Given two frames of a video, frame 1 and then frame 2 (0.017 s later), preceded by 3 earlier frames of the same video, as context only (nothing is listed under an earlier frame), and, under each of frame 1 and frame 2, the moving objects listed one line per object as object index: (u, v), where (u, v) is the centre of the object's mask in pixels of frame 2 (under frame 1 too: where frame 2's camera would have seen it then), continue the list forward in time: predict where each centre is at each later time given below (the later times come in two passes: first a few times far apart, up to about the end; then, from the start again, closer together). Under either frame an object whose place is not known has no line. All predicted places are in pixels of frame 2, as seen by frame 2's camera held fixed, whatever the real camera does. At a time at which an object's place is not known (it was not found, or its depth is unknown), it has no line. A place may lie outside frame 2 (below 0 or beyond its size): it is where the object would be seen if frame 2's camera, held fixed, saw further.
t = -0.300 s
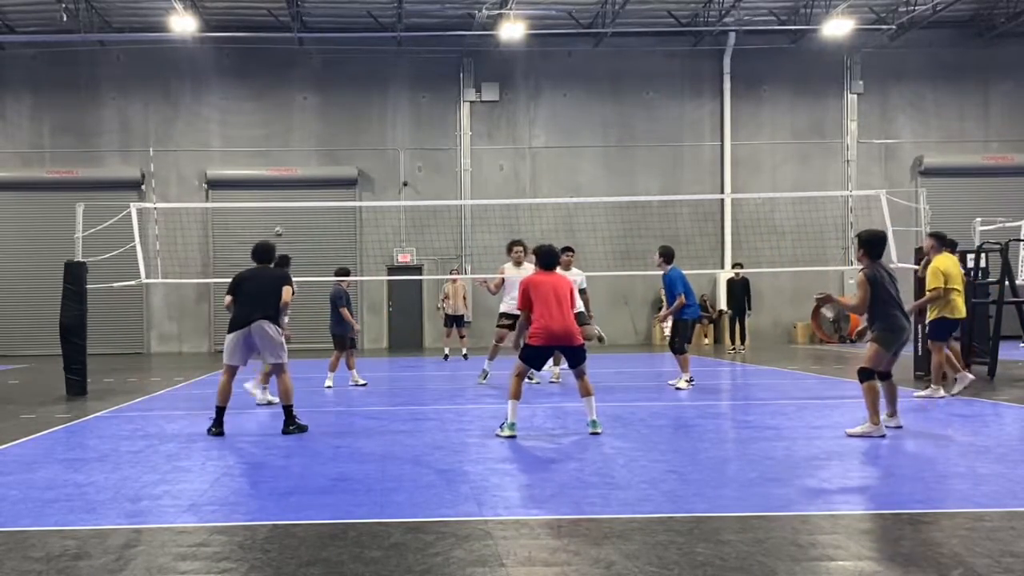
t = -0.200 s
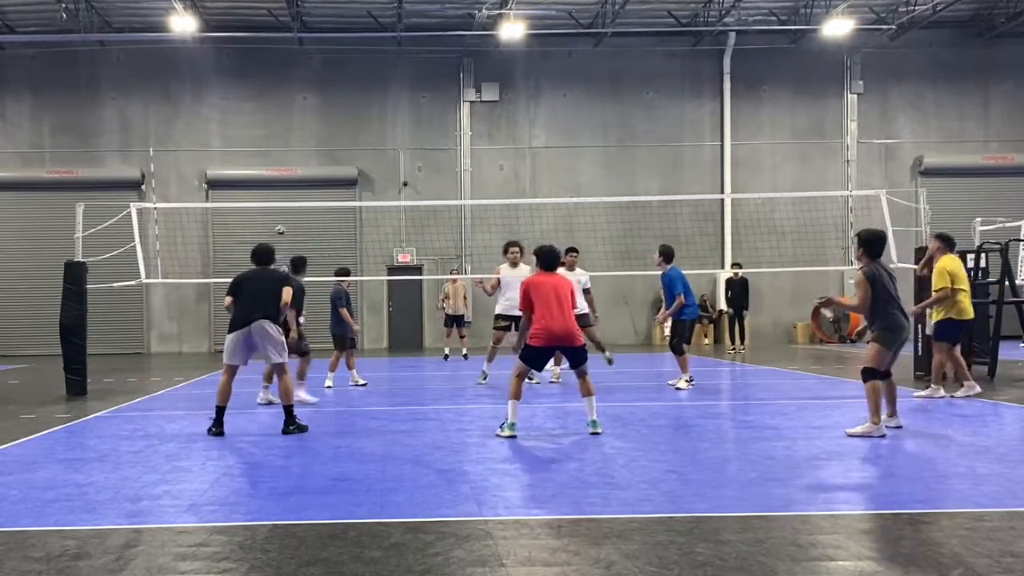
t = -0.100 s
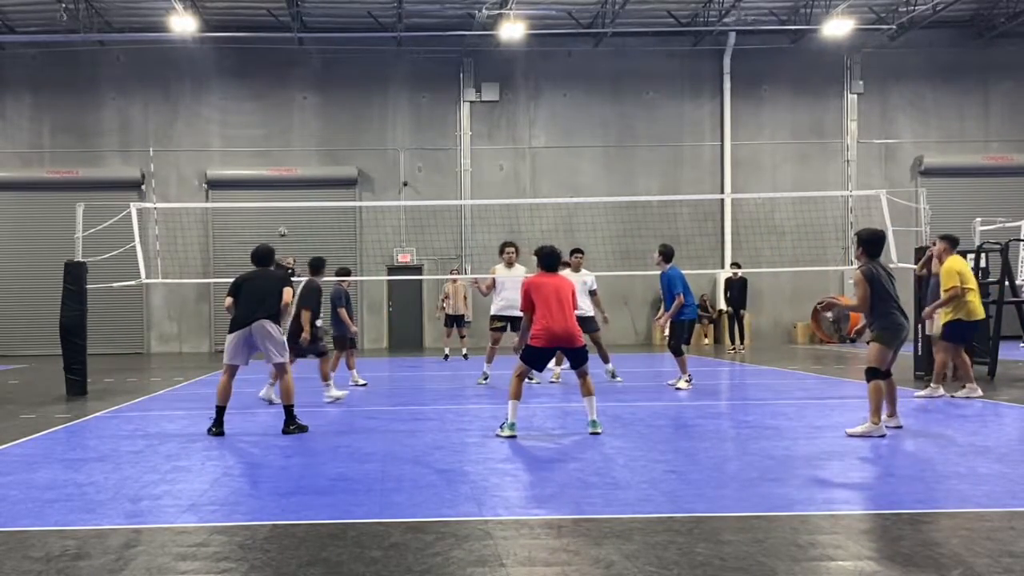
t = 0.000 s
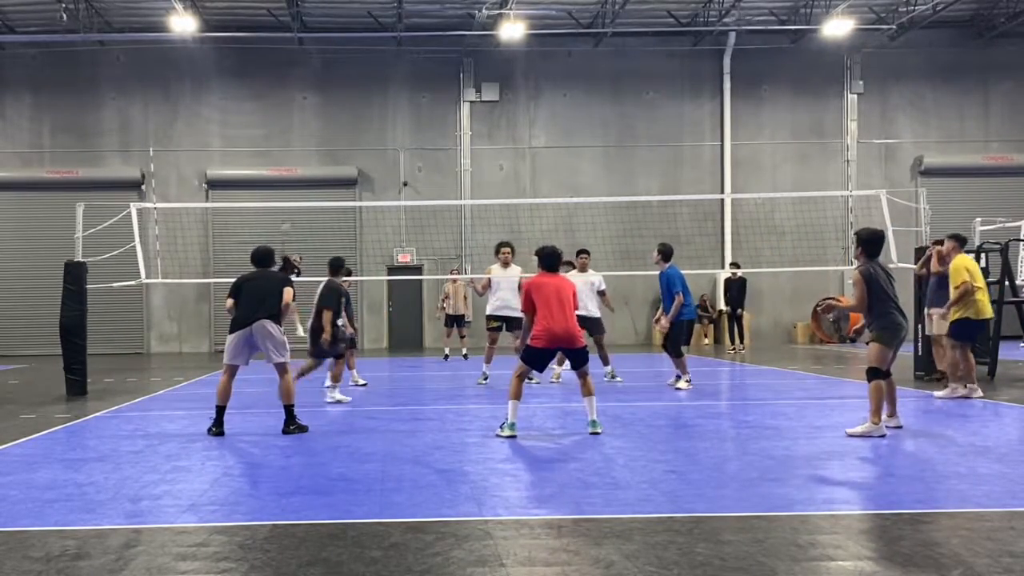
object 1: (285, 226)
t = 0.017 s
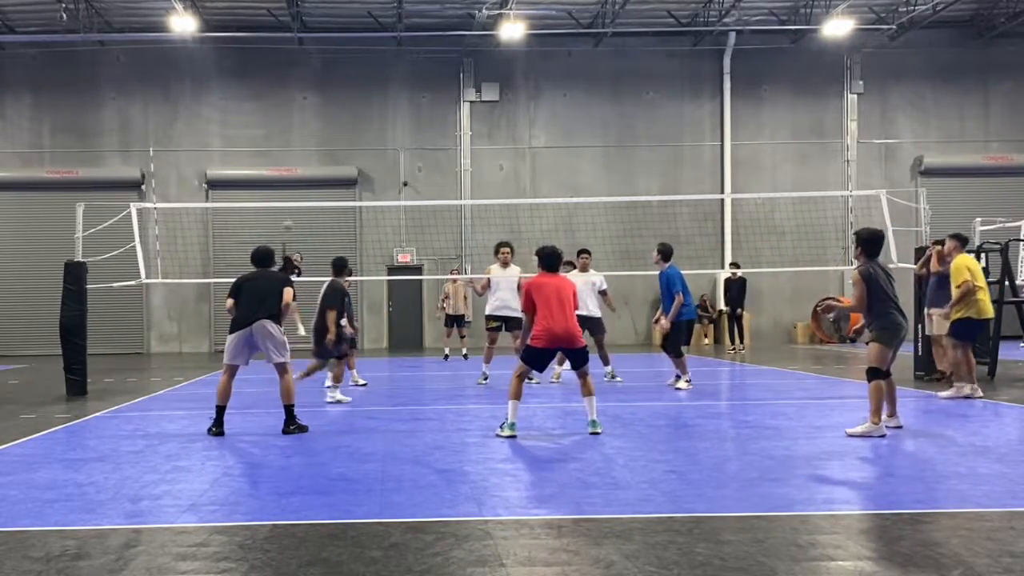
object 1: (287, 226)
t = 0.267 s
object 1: (325, 160)
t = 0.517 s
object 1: (381, 108)
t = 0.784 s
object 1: (468, 78)
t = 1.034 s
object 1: (601, 109)
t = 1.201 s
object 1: (753, 201)
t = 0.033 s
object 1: (289, 218)
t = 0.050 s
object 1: (290, 215)
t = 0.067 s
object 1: (290, 212)
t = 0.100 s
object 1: (297, 199)
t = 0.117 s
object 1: (300, 197)
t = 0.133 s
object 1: (302, 193)
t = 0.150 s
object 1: (305, 187)
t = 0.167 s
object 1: (306, 183)
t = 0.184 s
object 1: (309, 179)
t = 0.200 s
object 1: (310, 175)
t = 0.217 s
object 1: (314, 172)
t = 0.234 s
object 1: (319, 168)
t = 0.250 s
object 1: (322, 163)
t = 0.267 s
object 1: (325, 160)
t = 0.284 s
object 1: (327, 157)
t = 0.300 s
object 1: (331, 153)
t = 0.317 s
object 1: (334, 148)
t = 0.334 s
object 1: (339, 145)
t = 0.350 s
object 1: (343, 141)
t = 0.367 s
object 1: (345, 138)
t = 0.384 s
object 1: (349, 134)
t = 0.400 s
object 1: (353, 131)
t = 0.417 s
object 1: (357, 128)
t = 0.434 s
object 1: (360, 124)
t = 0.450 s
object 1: (365, 121)
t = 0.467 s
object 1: (370, 117)
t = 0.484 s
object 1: (373, 114)
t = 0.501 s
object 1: (377, 111)
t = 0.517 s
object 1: (381, 108)
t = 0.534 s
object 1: (386, 106)
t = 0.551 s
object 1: (391, 103)
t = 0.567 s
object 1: (395, 98)
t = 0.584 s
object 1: (400, 96)
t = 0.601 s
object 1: (405, 95)
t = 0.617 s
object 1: (410, 92)
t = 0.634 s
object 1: (415, 90)
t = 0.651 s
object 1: (420, 87)
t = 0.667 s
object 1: (425, 85)
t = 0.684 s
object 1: (431, 84)
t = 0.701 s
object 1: (436, 82)
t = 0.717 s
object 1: (443, 81)
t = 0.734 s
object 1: (449, 80)
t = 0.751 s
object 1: (455, 79)
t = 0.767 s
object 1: (461, 79)
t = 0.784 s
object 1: (468, 78)
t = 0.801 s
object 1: (475, 78)
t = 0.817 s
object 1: (482, 78)
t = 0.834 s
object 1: (490, 79)
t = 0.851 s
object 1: (498, 79)
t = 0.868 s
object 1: (506, 80)
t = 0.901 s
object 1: (522, 83)
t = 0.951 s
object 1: (550, 89)
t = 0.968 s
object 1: (560, 92)
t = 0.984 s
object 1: (570, 96)
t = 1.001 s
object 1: (580, 100)
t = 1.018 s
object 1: (590, 105)
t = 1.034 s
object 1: (601, 109)
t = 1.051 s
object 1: (613, 115)
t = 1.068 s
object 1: (626, 122)
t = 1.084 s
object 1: (638, 128)
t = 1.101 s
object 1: (653, 136)
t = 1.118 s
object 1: (667, 144)
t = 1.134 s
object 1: (681, 152)
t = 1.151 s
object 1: (700, 166)
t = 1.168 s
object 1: (714, 174)
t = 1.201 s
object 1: (753, 201)
